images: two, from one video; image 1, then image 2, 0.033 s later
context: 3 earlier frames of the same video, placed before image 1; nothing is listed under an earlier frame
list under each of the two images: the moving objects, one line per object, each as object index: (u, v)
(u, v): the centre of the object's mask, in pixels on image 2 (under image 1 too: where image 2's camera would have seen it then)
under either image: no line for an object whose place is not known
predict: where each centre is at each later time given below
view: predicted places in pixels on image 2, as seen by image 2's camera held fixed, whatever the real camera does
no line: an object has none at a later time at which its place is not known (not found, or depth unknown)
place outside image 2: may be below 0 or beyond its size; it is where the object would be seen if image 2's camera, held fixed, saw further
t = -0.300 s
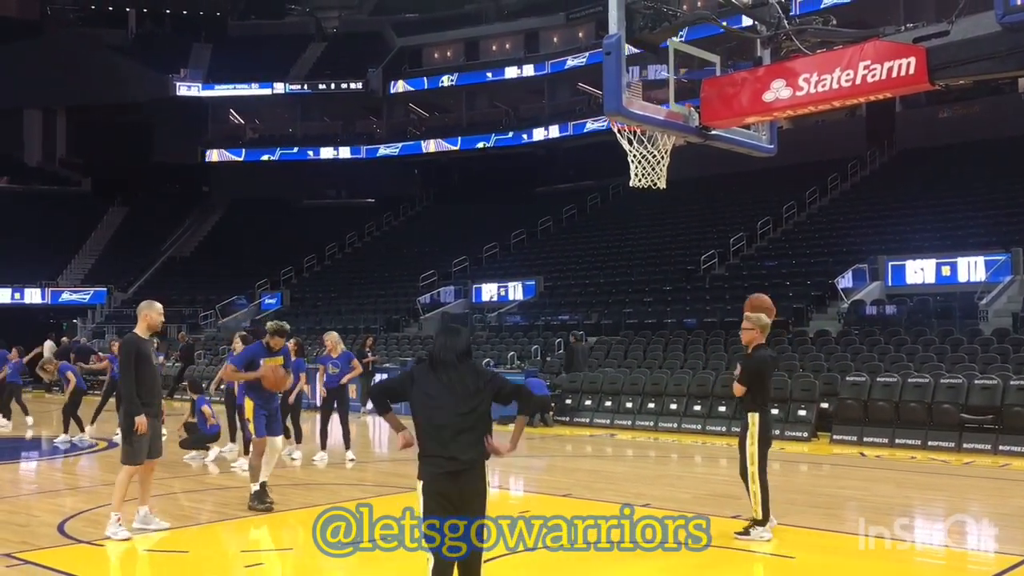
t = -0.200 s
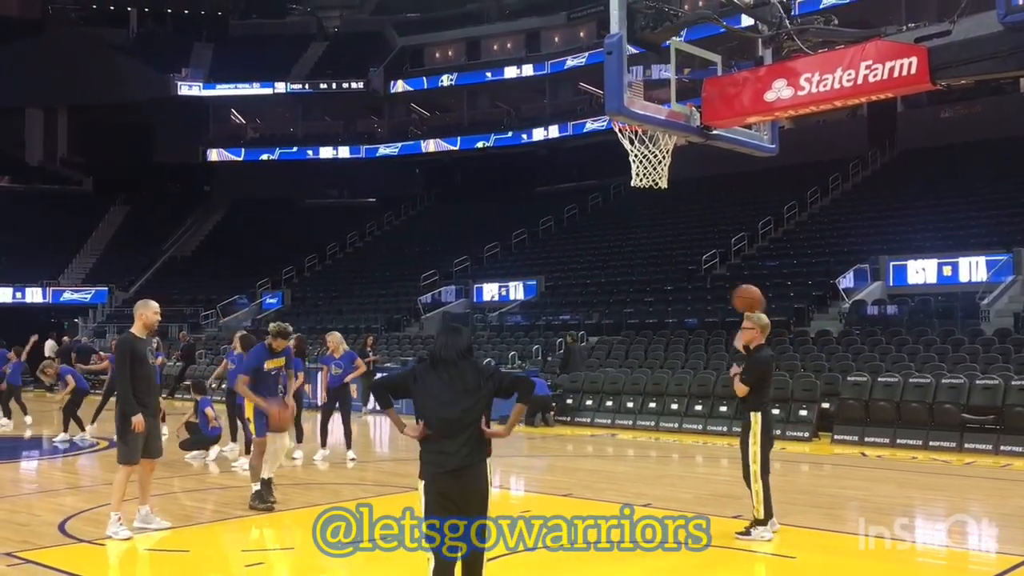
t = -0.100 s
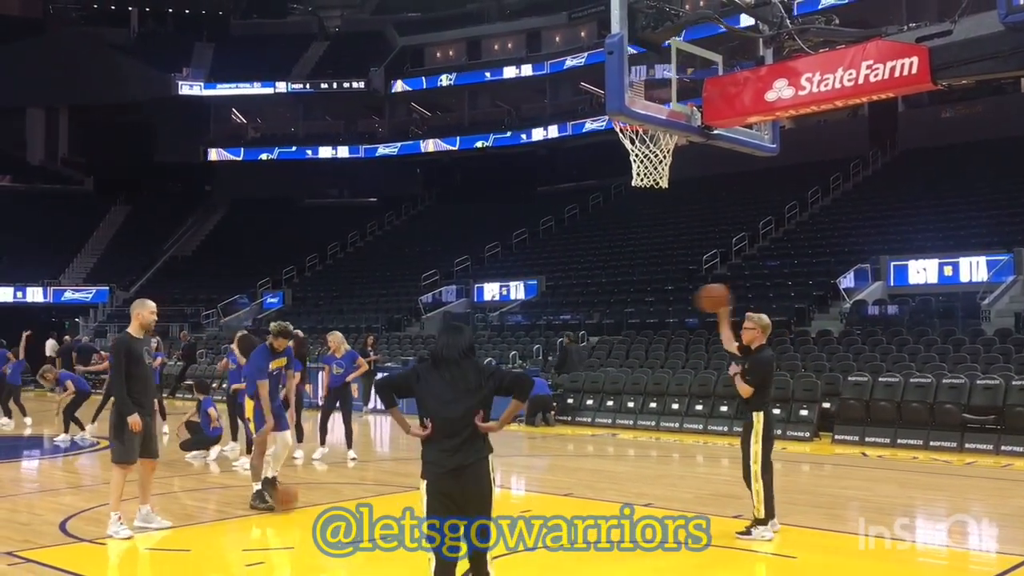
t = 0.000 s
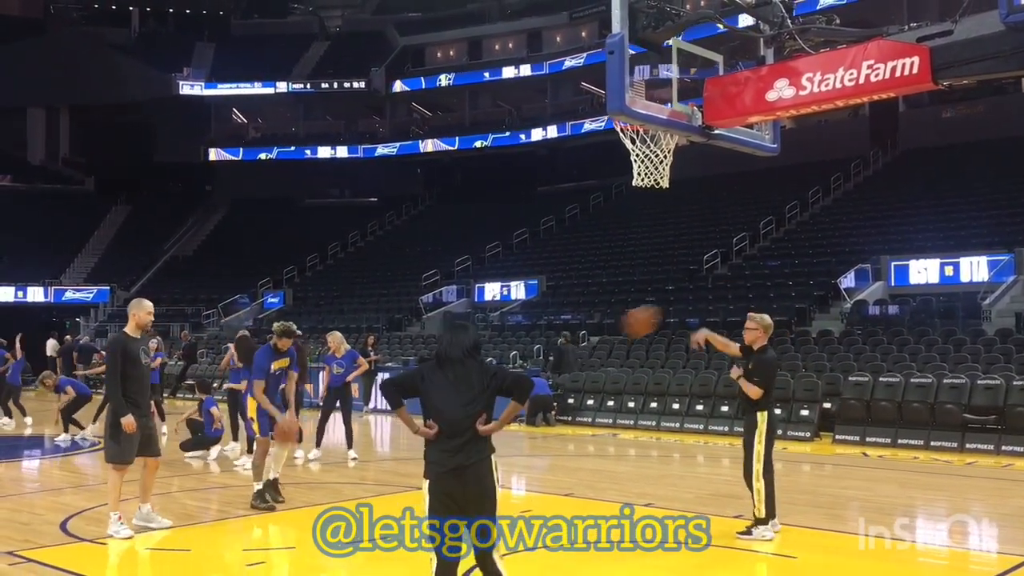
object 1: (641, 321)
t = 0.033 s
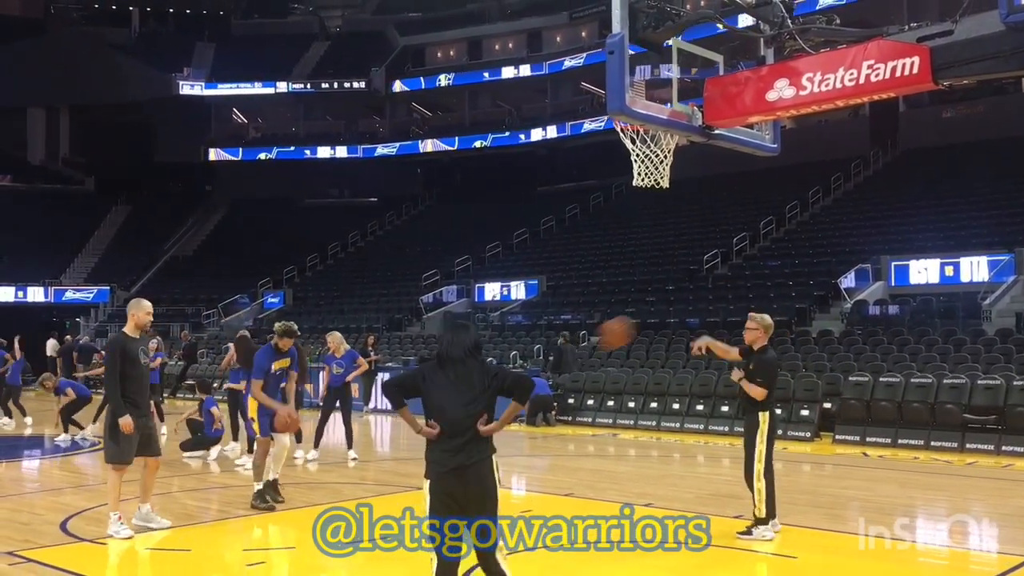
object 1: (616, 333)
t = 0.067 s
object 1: (591, 346)
